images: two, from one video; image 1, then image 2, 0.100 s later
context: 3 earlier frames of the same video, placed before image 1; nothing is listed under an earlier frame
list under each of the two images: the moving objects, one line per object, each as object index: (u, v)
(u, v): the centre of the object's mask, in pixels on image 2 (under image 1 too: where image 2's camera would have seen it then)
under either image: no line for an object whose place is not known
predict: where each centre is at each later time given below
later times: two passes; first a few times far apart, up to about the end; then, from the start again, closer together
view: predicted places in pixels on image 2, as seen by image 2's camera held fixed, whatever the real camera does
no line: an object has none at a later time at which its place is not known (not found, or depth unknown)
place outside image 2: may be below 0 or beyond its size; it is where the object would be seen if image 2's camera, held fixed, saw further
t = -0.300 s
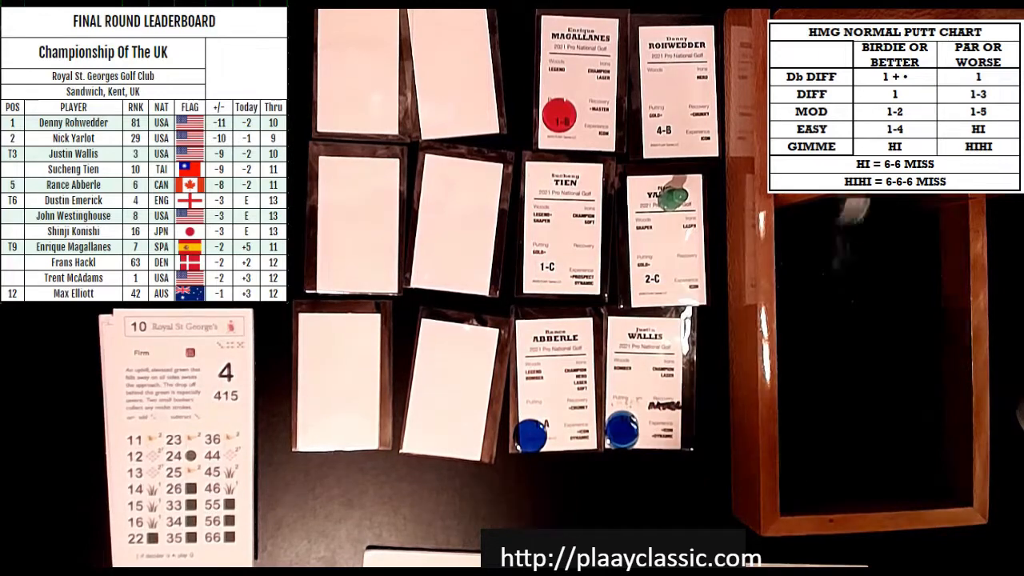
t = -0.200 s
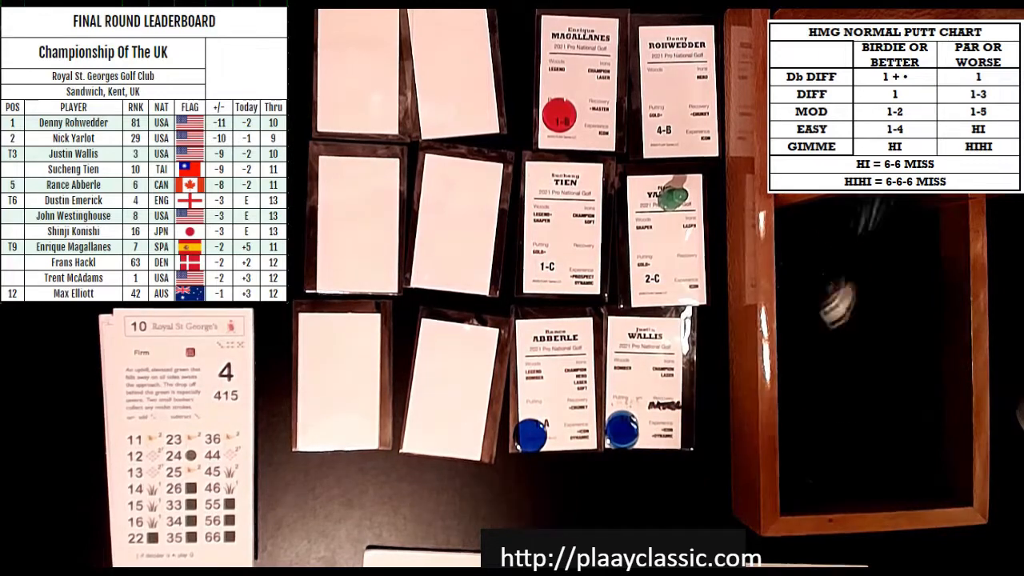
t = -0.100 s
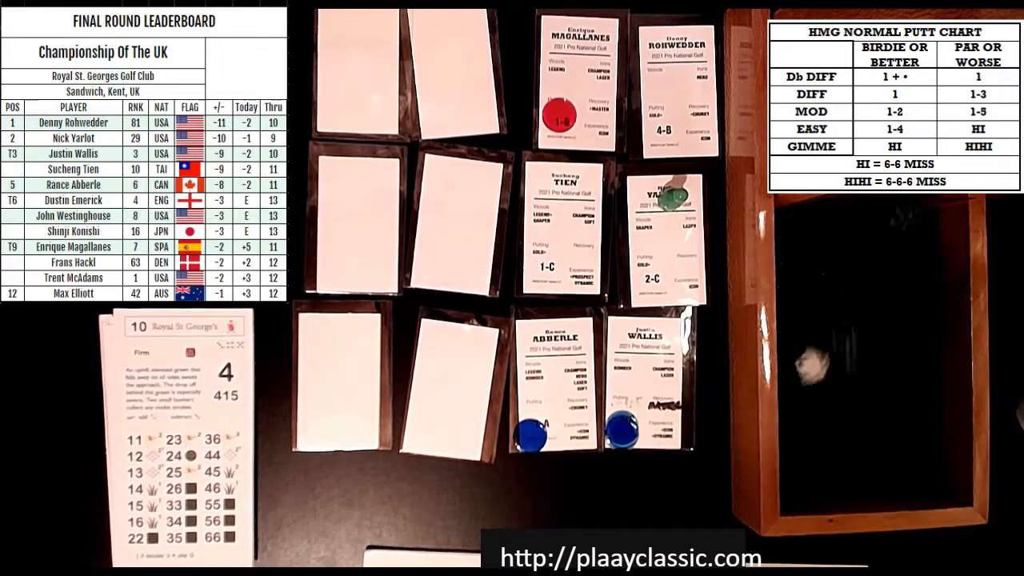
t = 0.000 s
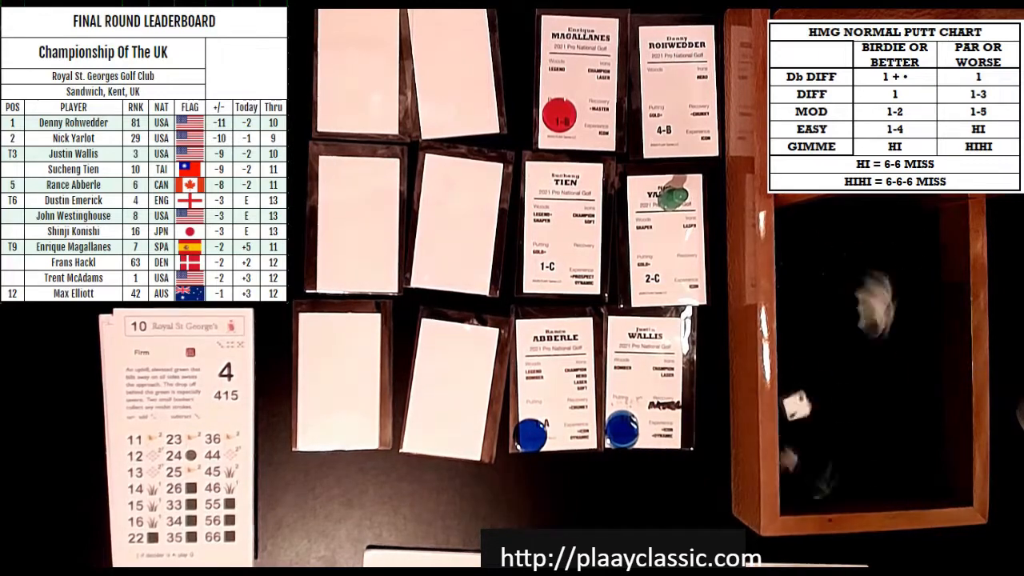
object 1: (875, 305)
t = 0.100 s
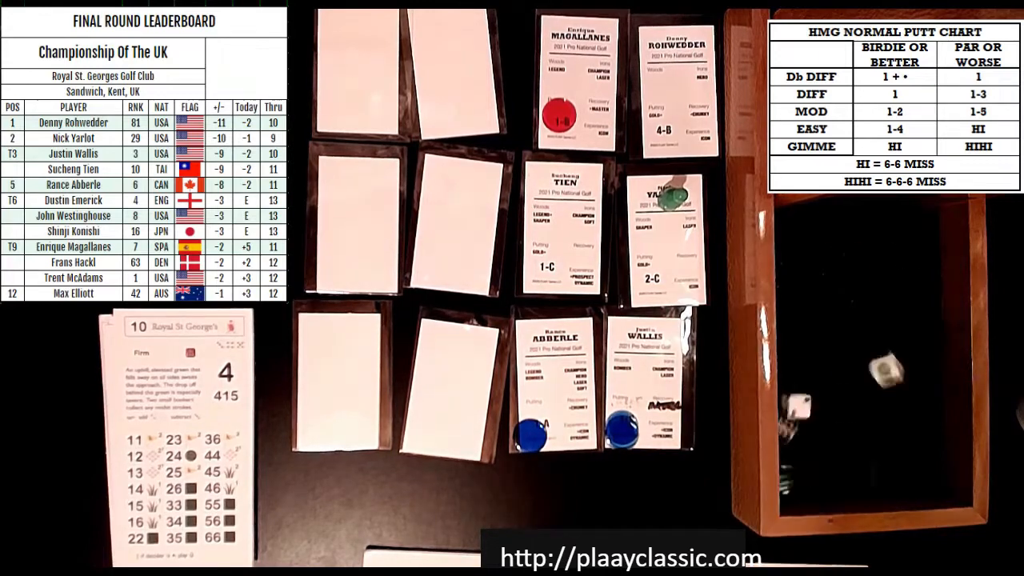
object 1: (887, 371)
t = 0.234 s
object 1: (889, 394)
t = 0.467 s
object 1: (890, 394)
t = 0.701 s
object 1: (889, 394)
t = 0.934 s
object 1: (889, 394)
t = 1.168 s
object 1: (889, 394)
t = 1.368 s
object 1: (889, 394)
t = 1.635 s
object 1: (889, 394)
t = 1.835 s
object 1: (889, 394)
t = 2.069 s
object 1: (889, 394)
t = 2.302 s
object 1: (889, 394)
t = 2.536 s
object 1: (889, 394)
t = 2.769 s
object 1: (889, 394)
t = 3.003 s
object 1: (889, 394)
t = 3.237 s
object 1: (890, 394)
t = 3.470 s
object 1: (889, 394)
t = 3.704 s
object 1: (890, 394)
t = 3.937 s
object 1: (890, 394)
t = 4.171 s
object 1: (889, 394)
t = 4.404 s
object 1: (889, 394)
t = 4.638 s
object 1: (889, 394)
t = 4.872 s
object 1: (889, 394)
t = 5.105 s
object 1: (890, 394)
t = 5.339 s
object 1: (890, 394)
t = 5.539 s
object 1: (890, 394)
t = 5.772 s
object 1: (890, 394)
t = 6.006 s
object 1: (889, 394)
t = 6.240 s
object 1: (889, 394)
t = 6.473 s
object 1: (889, 394)
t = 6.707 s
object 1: (889, 394)
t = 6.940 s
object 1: (889, 394)
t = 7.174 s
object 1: (889, 394)
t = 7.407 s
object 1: (889, 394)
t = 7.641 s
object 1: (889, 394)
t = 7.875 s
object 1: (889, 394)
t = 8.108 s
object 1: (889, 394)
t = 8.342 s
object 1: (889, 394)
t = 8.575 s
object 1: (890, 394)
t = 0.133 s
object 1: (890, 377)
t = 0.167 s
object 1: (890, 385)
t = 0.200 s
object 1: (890, 392)
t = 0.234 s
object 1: (889, 394)
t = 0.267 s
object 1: (889, 394)
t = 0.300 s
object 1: (889, 394)
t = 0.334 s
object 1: (889, 394)
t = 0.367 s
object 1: (889, 394)
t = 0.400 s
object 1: (889, 395)
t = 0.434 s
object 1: (889, 394)
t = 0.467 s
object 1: (890, 394)
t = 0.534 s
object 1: (889, 394)
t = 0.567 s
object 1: (889, 394)
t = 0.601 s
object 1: (889, 394)
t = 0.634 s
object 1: (889, 394)
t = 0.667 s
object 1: (889, 394)
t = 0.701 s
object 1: (889, 394)
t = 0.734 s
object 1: (889, 394)
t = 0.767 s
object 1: (889, 394)
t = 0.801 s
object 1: (889, 394)
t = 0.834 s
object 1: (889, 394)
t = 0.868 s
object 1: (890, 394)
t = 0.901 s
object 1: (889, 394)
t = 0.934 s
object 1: (889, 394)
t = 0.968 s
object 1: (889, 394)
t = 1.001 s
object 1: (889, 395)
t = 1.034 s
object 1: (889, 394)
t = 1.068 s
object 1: (889, 394)
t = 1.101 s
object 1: (889, 394)
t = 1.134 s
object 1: (889, 394)
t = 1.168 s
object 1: (889, 394)
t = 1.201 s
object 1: (889, 394)
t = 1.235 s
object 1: (889, 394)
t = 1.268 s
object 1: (889, 394)
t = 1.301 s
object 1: (889, 394)
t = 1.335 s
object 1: (889, 394)
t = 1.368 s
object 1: (889, 394)
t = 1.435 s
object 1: (890, 394)
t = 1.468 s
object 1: (890, 394)
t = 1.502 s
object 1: (889, 394)
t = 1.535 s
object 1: (889, 394)
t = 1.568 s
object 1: (889, 395)
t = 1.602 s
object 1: (889, 394)
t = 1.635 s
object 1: (889, 394)
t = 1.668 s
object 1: (889, 394)
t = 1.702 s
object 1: (889, 394)
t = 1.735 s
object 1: (889, 394)
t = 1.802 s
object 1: (889, 394)
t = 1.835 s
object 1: (889, 394)
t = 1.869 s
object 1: (889, 394)
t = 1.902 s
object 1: (890, 394)
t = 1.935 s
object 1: (890, 394)
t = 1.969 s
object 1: (889, 394)
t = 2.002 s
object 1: (890, 394)
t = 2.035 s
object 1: (889, 394)
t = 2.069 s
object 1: (889, 394)
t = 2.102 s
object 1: (890, 394)
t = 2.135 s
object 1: (889, 394)
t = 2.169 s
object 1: (889, 394)
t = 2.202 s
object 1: (889, 394)
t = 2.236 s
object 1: (890, 394)
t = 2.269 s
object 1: (889, 394)
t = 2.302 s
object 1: (889, 394)
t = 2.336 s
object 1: (889, 394)
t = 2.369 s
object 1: (890, 394)
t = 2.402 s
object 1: (889, 394)
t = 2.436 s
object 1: (890, 394)
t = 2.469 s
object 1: (889, 394)
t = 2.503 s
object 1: (890, 394)
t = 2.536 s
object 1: (889, 394)
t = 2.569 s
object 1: (890, 394)
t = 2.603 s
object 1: (890, 394)
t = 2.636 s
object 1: (890, 394)
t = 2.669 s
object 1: (889, 394)
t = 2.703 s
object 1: (889, 394)
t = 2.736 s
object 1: (890, 394)
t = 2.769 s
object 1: (889, 394)
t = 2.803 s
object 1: (889, 394)
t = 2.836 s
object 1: (890, 394)
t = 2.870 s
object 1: (889, 394)
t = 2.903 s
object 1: (890, 394)
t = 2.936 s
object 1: (889, 394)
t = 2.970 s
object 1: (890, 394)
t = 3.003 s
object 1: (889, 394)
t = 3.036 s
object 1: (890, 394)
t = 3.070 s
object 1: (889, 394)
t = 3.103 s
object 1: (890, 394)
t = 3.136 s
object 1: (889, 394)
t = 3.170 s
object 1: (890, 394)
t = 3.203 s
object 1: (890, 394)
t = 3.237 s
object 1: (890, 394)
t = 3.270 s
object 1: (889, 394)
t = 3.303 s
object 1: (890, 394)
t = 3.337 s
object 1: (889, 394)
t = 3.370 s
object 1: (890, 394)
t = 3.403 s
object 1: (890, 394)
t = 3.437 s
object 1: (890, 394)
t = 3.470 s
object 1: (889, 394)
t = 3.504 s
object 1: (889, 394)
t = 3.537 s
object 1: (890, 394)
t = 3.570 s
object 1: (890, 394)
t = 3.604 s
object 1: (889, 394)
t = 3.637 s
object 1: (890, 394)
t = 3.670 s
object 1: (890, 394)
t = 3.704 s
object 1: (890, 394)
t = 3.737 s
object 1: (890, 394)
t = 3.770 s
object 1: (890, 394)
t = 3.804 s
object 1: (890, 394)
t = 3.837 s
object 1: (890, 394)
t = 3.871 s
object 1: (890, 394)
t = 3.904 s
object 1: (890, 394)
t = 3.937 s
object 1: (890, 394)
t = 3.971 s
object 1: (890, 394)
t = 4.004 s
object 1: (889, 394)
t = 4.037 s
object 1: (889, 394)
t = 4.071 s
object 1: (889, 394)
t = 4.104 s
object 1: (889, 394)
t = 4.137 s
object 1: (889, 394)
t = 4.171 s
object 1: (889, 394)
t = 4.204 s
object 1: (889, 394)
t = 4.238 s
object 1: (889, 394)
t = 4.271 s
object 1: (889, 394)
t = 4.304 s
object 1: (889, 394)
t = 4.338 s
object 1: (889, 394)
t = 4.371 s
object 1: (889, 394)
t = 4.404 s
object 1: (889, 394)
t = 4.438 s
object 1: (889, 394)
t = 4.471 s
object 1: (889, 394)
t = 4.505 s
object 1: (889, 394)
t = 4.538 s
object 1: (889, 394)
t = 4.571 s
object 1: (889, 394)
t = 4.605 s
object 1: (889, 394)
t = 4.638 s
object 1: (889, 394)
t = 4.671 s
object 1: (889, 394)
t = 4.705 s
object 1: (889, 394)
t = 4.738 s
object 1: (889, 394)
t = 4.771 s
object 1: (890, 394)
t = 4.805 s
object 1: (889, 394)
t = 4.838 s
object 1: (889, 394)
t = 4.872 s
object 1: (889, 394)
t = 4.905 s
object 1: (890, 394)
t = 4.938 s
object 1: (889, 394)
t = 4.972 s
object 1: (890, 394)
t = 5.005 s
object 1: (889, 394)
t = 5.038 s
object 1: (890, 394)
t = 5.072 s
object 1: (889, 394)
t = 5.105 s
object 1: (890, 394)
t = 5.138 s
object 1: (889, 394)
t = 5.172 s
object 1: (890, 394)
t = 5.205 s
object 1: (890, 394)
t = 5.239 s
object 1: (889, 394)
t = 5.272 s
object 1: (890, 394)
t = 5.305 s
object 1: (889, 394)
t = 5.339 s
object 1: (890, 394)
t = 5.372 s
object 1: (889, 394)
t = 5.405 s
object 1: (890, 394)
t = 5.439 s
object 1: (889, 394)
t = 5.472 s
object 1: (890, 394)
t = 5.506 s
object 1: (889, 394)
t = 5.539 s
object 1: (890, 394)
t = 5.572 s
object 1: (889, 394)
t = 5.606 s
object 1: (890, 394)
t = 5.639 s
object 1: (889, 394)
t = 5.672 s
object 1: (890, 394)
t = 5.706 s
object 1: (889, 394)
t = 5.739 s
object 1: (889, 394)
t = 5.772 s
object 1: (890, 394)
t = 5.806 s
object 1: (889, 394)
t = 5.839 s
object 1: (889, 394)
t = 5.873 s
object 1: (890, 394)
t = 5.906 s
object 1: (890, 394)
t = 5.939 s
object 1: (889, 394)
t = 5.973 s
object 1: (889, 394)
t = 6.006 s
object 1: (889, 394)
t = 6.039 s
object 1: (890, 394)
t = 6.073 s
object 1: (889, 394)
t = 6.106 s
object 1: (889, 394)
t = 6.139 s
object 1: (890, 394)
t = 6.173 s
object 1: (889, 394)
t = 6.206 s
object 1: (890, 394)
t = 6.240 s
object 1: (889, 394)
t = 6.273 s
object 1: (889, 394)
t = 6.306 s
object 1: (889, 394)
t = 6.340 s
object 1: (889, 394)
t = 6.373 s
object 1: (889, 394)
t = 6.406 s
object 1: (889, 394)
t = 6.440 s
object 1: (889, 394)
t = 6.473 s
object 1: (889, 394)
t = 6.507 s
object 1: (889, 394)
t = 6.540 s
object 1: (889, 394)
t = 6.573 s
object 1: (889, 394)
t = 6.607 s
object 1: (889, 394)
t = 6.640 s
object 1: (889, 394)
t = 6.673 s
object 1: (889, 394)
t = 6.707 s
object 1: (889, 394)
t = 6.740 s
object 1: (890, 394)
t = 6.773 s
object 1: (890, 394)
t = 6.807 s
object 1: (889, 394)
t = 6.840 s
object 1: (889, 394)
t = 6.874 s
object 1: (889, 394)
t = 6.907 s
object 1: (889, 394)
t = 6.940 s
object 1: (889, 394)
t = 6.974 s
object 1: (889, 394)
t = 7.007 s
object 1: (889, 394)
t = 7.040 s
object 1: (889, 394)
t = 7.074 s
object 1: (889, 394)
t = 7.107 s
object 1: (889, 394)
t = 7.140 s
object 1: (889, 394)
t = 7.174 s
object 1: (889, 394)
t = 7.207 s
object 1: (889, 394)
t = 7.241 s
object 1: (889, 394)
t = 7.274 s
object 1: (890, 394)
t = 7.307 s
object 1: (889, 394)
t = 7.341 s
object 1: (890, 394)
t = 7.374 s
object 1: (889, 394)
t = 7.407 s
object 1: (889, 394)
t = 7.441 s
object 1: (889, 394)
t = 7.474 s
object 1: (889, 394)
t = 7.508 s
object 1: (890, 394)
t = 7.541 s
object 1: (889, 394)
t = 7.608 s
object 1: (889, 394)
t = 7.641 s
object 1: (889, 394)
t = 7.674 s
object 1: (889, 394)
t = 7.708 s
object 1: (889, 394)
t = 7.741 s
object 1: (889, 394)
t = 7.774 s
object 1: (889, 394)
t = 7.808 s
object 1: (889, 394)
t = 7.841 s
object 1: (889, 394)
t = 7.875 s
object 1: (889, 394)
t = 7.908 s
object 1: (889, 394)
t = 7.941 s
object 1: (889, 394)
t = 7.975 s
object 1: (889, 394)
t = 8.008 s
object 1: (889, 394)
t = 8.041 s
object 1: (889, 394)
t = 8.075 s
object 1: (889, 394)
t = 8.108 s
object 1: (889, 394)
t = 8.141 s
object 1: (889, 394)
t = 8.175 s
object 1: (889, 394)
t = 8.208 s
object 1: (889, 394)
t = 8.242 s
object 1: (889, 394)
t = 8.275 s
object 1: (889, 394)
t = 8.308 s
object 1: (889, 394)
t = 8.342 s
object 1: (889, 394)
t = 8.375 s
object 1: (889, 394)
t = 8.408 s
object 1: (889, 394)
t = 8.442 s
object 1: (889, 394)
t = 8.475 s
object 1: (890, 394)
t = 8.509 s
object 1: (890, 394)
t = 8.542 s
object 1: (890, 394)
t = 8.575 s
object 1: (890, 394)
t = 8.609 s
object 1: (889, 394)
